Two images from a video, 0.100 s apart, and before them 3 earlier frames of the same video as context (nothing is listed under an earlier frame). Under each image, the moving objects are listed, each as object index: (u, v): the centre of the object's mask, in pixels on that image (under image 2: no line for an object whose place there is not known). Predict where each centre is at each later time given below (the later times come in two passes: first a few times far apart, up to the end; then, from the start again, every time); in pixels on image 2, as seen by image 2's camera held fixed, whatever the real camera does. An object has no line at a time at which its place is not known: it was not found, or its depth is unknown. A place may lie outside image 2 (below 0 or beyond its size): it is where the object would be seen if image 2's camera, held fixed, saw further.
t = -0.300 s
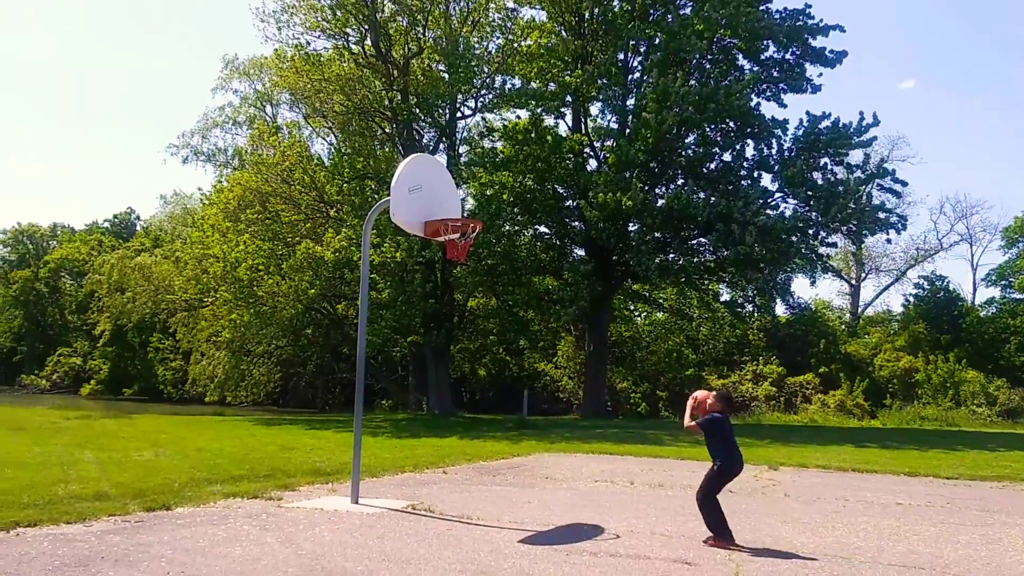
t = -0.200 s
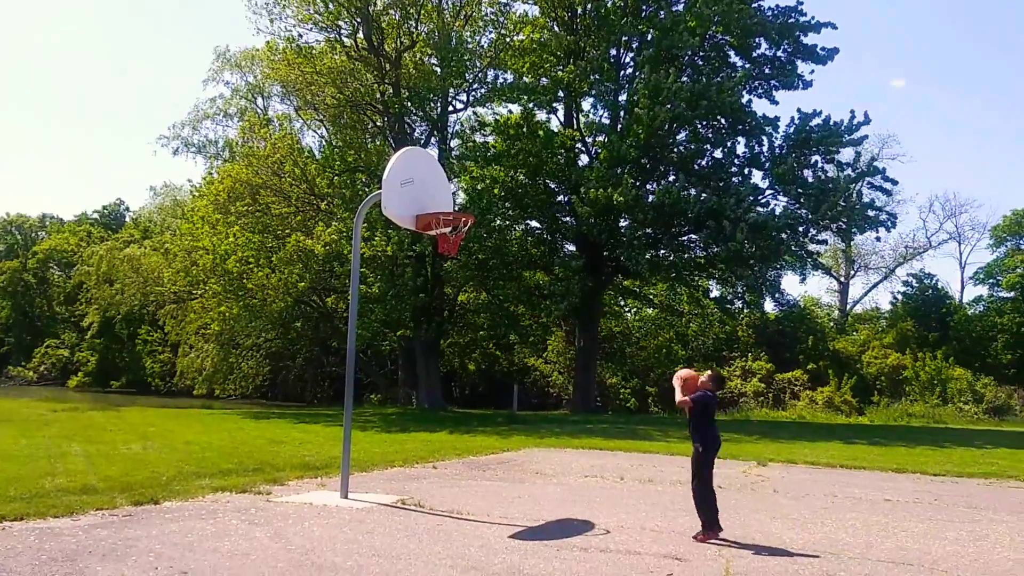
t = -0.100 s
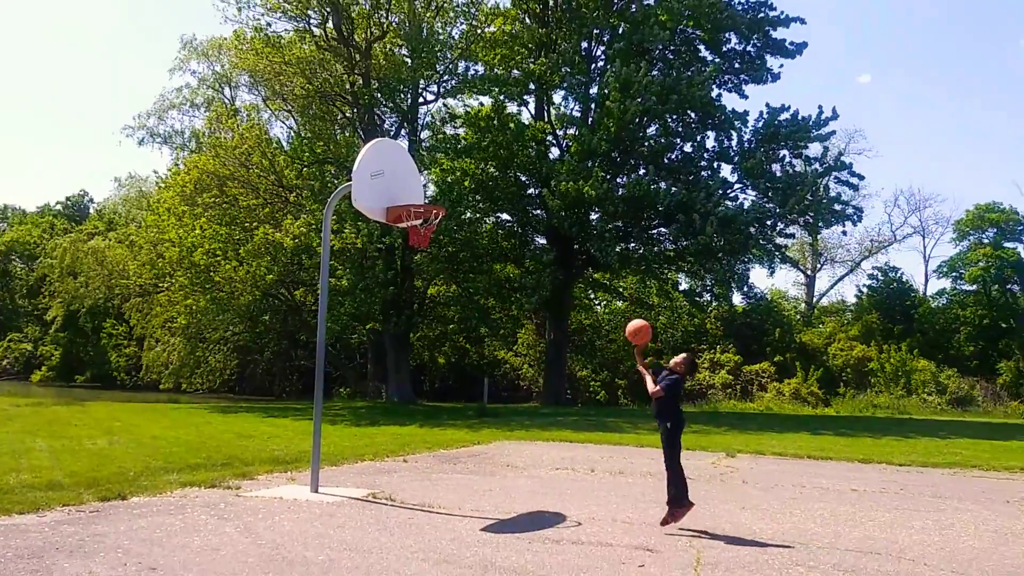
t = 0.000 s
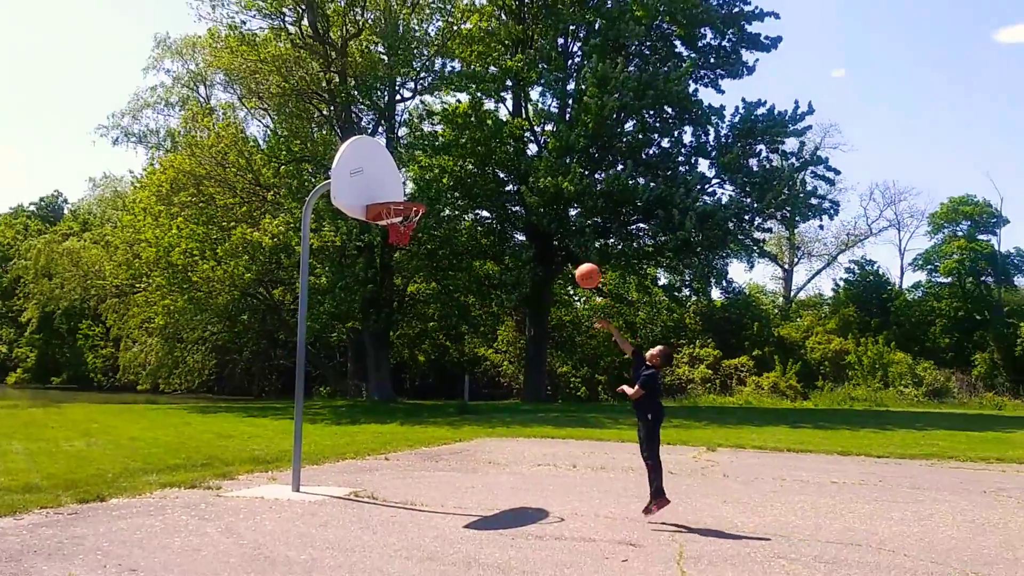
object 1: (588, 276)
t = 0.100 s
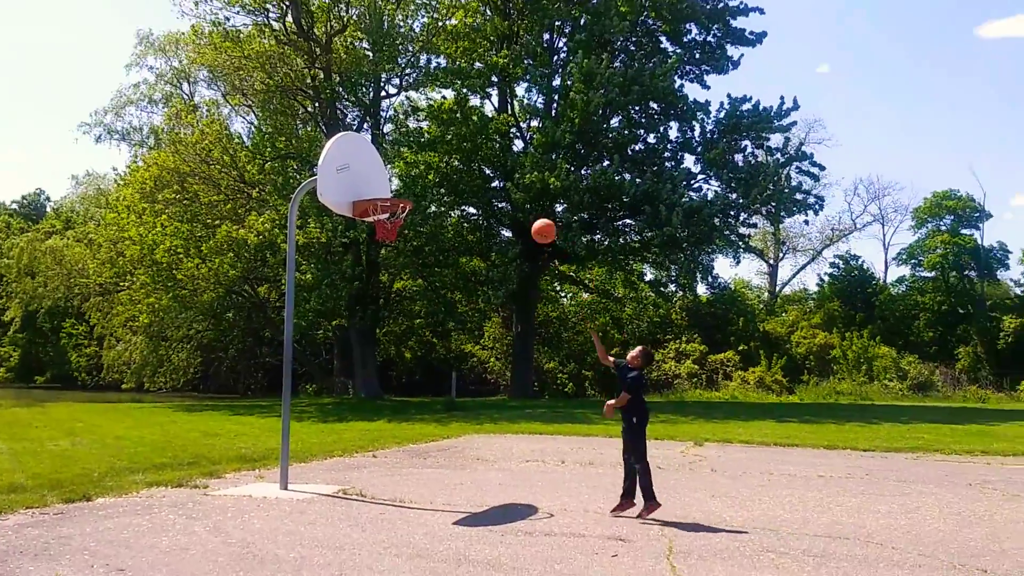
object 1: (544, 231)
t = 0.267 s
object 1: (493, 188)
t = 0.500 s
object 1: (422, 174)
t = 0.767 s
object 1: (389, 187)
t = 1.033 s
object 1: (422, 213)
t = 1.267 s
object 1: (448, 282)
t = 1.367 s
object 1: (458, 325)
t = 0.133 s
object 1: (533, 220)
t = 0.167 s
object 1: (523, 210)
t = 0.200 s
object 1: (512, 201)
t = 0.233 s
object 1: (503, 194)
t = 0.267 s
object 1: (493, 188)
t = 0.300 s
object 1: (483, 182)
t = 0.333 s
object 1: (472, 178)
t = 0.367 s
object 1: (463, 175)
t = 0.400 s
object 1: (452, 173)
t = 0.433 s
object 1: (442, 172)
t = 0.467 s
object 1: (432, 173)
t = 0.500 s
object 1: (422, 174)
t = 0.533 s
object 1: (412, 176)
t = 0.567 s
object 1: (402, 179)
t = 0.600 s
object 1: (392, 184)
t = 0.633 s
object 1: (382, 188)
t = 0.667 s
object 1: (375, 192)
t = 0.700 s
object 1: (379, 190)
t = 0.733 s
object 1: (385, 188)
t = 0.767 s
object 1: (389, 187)
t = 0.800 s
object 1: (393, 187)
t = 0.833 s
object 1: (397, 188)
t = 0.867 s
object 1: (402, 190)
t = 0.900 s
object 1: (406, 192)
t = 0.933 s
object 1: (411, 196)
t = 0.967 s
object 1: (415, 201)
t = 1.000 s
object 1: (419, 207)
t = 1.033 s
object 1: (422, 213)
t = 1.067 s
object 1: (426, 221)
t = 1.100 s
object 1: (429, 229)
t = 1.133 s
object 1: (433, 238)
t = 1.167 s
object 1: (437, 248)
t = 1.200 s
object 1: (441, 259)
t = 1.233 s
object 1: (444, 270)
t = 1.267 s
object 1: (448, 282)
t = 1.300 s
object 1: (451, 296)
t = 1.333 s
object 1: (454, 310)
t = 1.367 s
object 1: (458, 325)
